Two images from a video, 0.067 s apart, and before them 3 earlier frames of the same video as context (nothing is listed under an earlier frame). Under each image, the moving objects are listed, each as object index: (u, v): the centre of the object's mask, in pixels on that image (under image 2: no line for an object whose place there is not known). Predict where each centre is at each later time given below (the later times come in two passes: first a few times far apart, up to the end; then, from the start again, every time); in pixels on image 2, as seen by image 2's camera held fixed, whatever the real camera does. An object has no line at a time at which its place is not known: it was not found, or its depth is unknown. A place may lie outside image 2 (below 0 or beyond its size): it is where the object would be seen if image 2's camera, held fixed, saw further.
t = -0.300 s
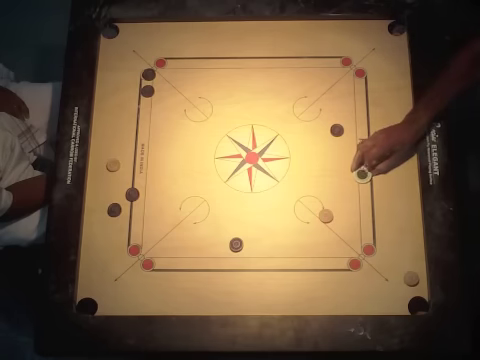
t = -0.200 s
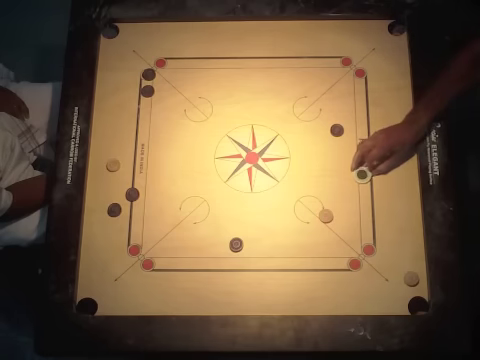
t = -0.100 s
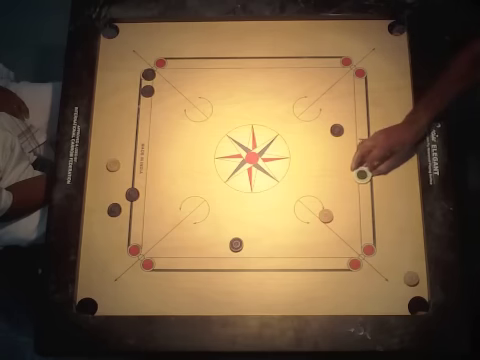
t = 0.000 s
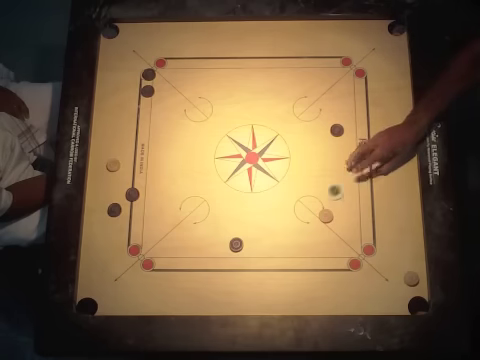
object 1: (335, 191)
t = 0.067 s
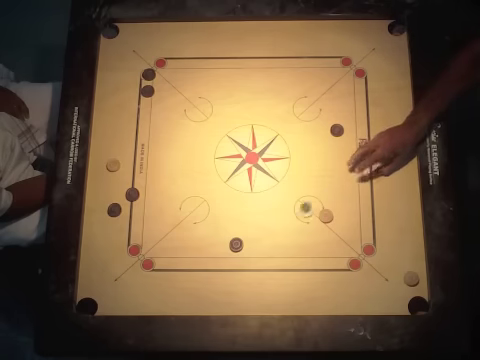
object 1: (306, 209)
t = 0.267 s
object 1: (242, 247)
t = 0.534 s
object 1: (219, 262)
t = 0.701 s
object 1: (219, 262)
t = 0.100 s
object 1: (292, 217)
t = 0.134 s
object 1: (278, 224)
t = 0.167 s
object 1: (264, 232)
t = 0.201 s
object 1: (253, 239)
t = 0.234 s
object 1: (247, 244)
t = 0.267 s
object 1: (242, 247)
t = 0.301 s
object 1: (237, 250)
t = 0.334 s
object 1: (233, 253)
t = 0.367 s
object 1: (230, 256)
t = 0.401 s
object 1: (227, 258)
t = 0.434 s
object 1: (224, 259)
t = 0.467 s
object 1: (222, 260)
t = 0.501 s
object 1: (220, 261)
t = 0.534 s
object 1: (219, 262)
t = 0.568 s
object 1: (219, 262)
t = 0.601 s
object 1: (219, 262)
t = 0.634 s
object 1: (219, 262)
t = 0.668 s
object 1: (219, 262)
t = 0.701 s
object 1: (219, 262)
